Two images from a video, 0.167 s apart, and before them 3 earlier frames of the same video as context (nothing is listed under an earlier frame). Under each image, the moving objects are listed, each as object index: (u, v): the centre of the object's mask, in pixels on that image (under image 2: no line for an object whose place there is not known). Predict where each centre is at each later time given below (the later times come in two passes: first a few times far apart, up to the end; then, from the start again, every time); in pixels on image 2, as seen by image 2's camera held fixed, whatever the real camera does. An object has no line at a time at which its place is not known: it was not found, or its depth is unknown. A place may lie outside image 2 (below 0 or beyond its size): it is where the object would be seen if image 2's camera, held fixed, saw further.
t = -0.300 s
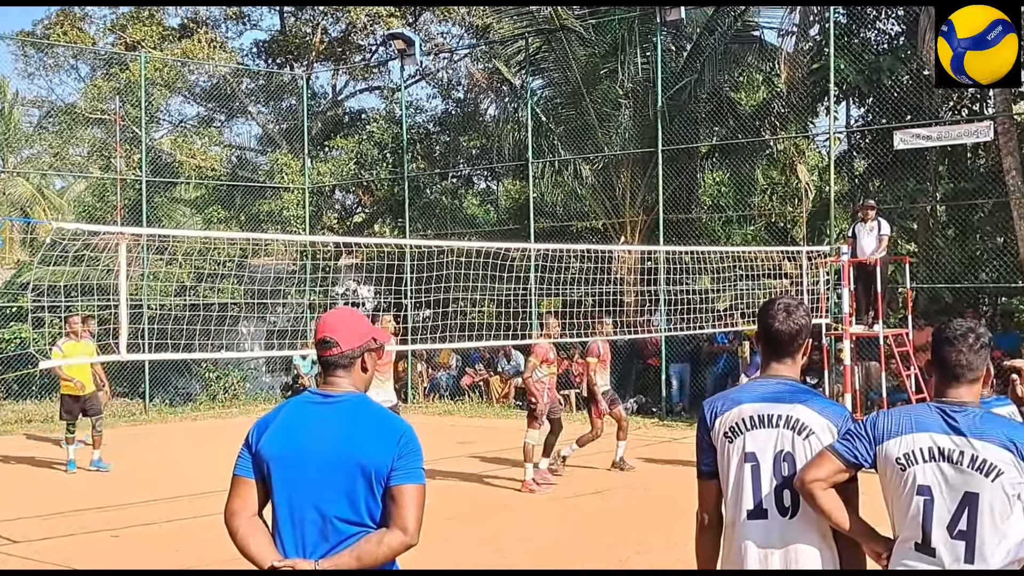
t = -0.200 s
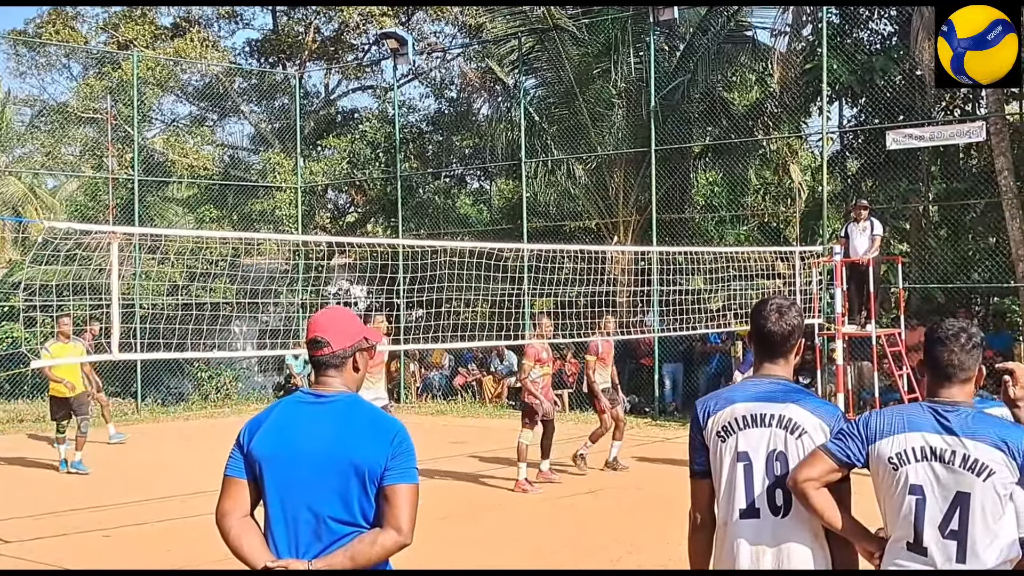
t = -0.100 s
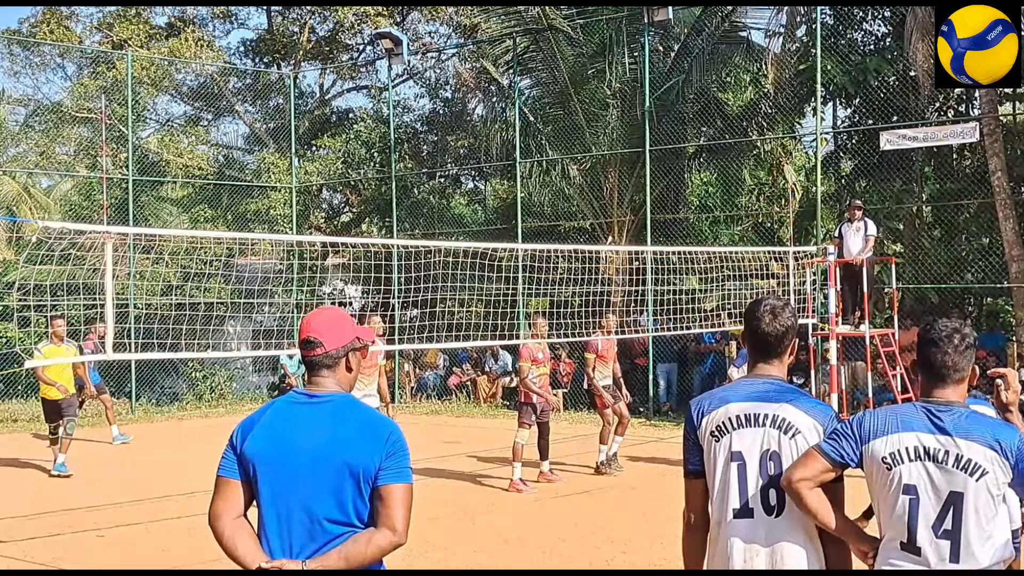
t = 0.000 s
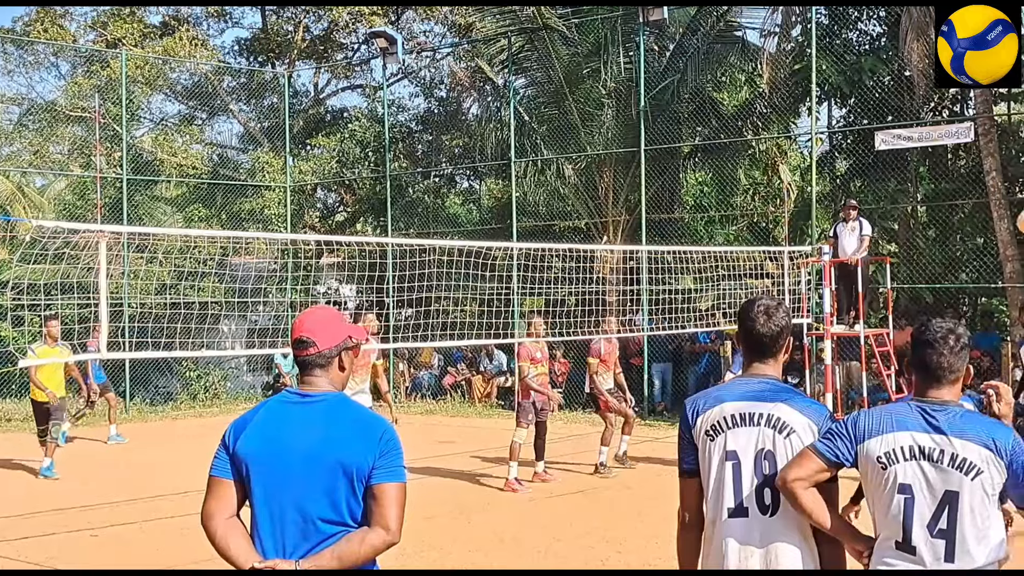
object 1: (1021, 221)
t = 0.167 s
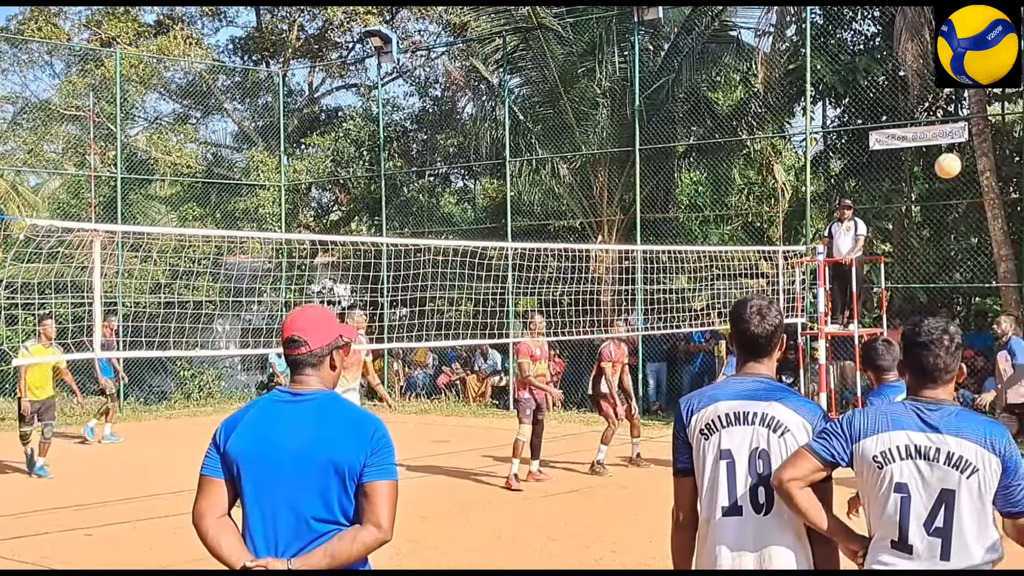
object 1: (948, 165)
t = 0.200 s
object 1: (933, 158)
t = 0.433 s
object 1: (839, 144)
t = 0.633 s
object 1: (766, 174)
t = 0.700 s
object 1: (743, 193)
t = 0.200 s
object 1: (933, 158)
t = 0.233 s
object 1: (919, 154)
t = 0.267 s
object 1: (905, 149)
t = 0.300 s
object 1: (892, 146)
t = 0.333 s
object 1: (878, 143)
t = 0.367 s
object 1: (865, 142)
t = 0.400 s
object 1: (852, 142)
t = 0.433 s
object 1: (839, 144)
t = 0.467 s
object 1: (827, 146)
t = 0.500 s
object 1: (815, 150)
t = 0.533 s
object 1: (802, 154)
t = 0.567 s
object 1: (791, 159)
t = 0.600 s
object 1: (778, 167)
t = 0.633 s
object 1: (766, 174)
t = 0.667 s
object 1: (755, 183)
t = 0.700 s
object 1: (743, 193)
